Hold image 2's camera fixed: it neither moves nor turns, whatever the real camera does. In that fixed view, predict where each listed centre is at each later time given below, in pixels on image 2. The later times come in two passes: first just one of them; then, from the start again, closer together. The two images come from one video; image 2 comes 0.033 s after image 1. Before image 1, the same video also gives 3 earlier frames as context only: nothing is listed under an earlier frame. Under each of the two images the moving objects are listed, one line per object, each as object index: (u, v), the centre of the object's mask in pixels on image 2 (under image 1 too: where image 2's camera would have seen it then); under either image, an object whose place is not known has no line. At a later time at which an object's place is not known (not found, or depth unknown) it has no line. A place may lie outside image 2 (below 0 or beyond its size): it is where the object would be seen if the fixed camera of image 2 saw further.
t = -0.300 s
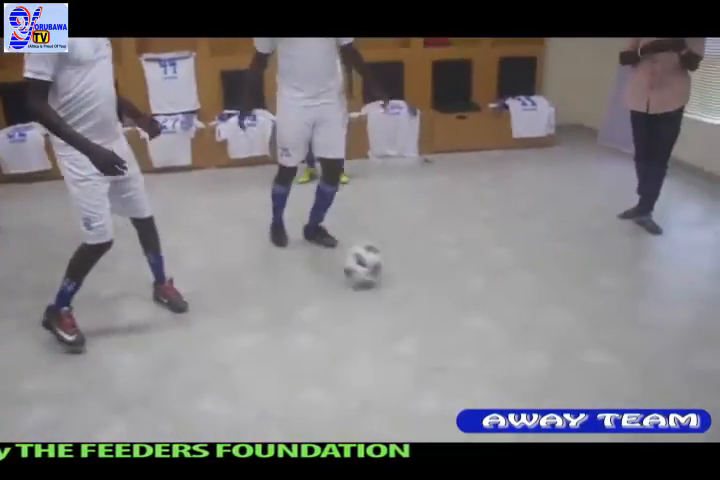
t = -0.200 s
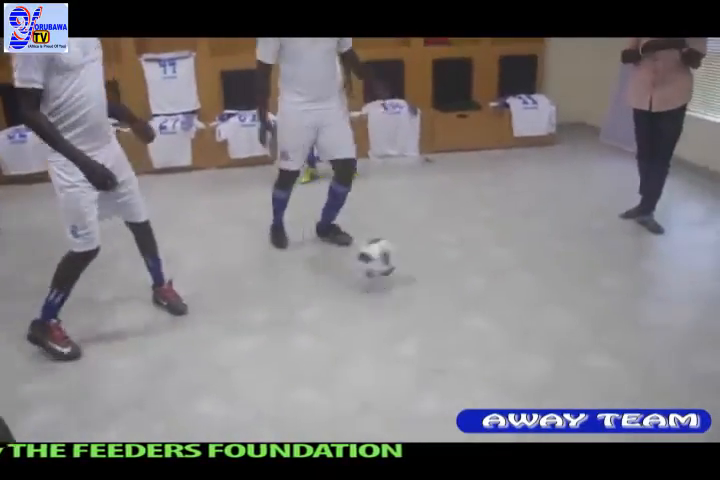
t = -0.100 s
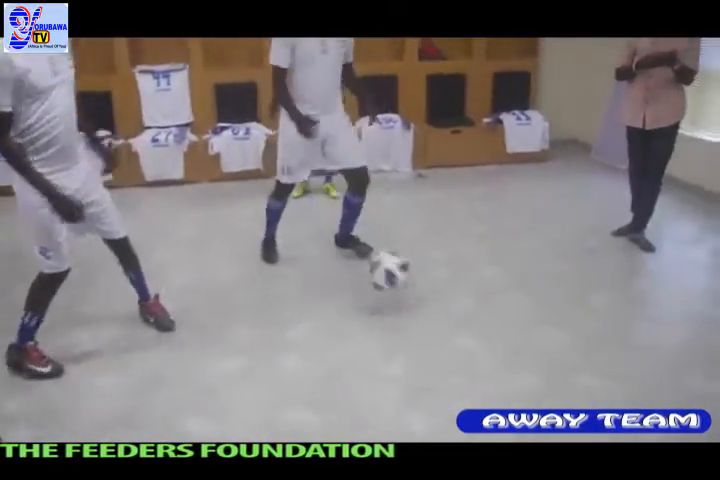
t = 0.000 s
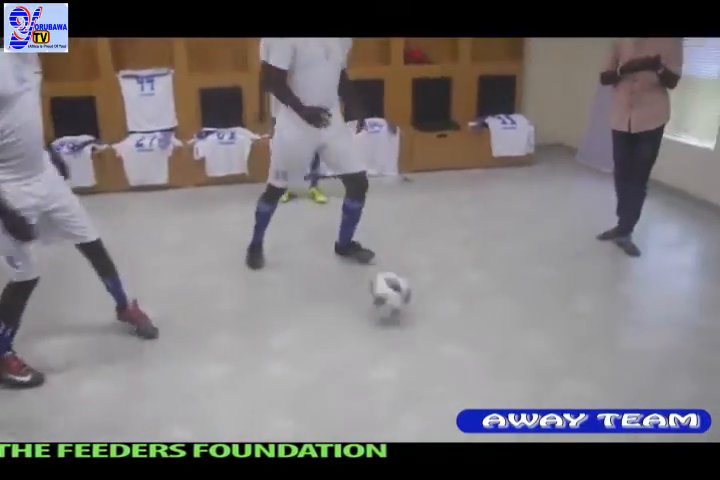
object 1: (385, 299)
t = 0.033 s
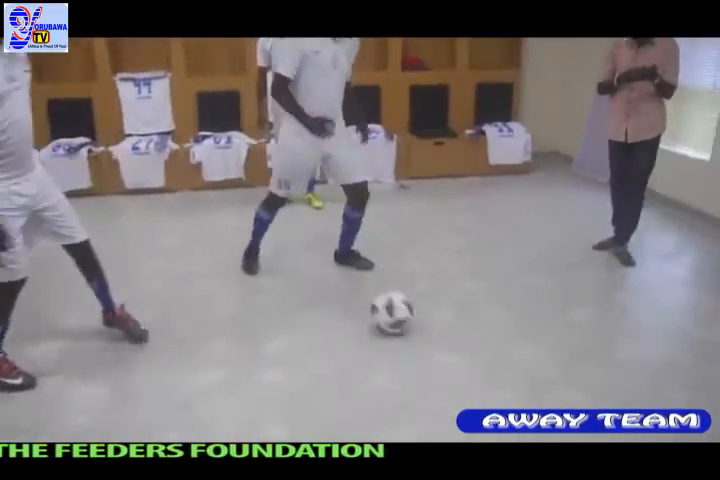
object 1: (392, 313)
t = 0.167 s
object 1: (416, 303)
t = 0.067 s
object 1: (399, 307)
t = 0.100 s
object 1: (406, 304)
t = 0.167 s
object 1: (416, 303)
